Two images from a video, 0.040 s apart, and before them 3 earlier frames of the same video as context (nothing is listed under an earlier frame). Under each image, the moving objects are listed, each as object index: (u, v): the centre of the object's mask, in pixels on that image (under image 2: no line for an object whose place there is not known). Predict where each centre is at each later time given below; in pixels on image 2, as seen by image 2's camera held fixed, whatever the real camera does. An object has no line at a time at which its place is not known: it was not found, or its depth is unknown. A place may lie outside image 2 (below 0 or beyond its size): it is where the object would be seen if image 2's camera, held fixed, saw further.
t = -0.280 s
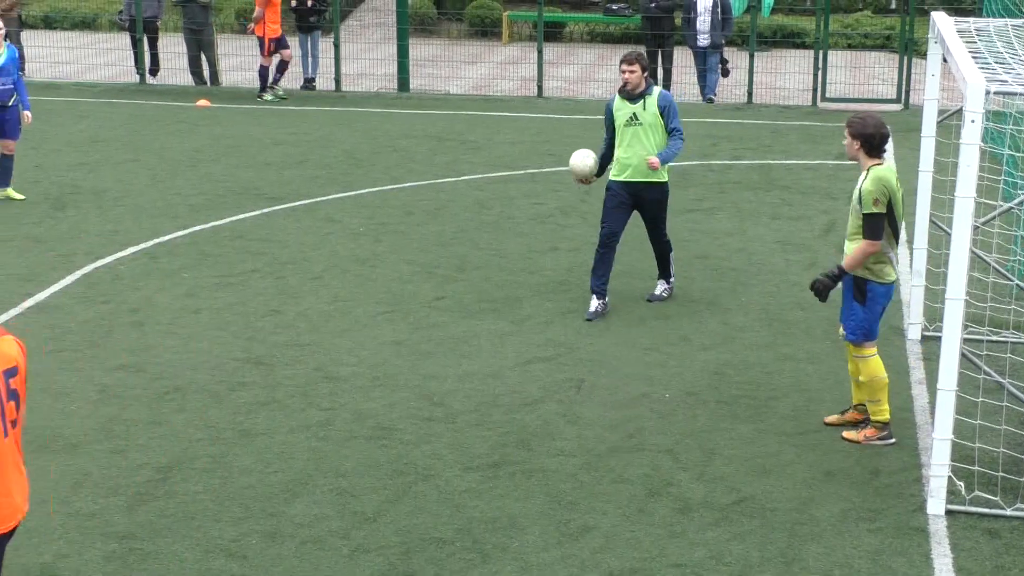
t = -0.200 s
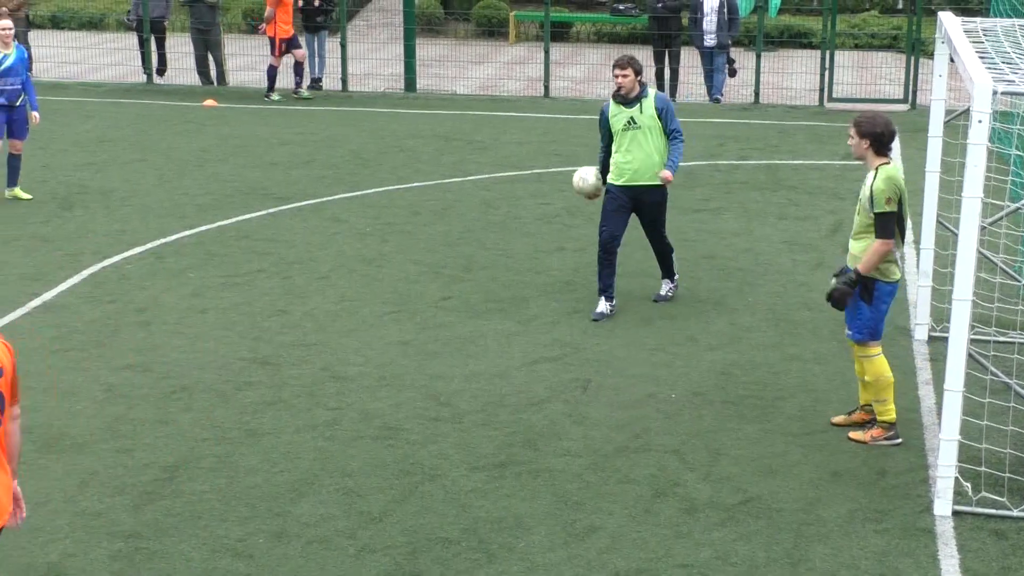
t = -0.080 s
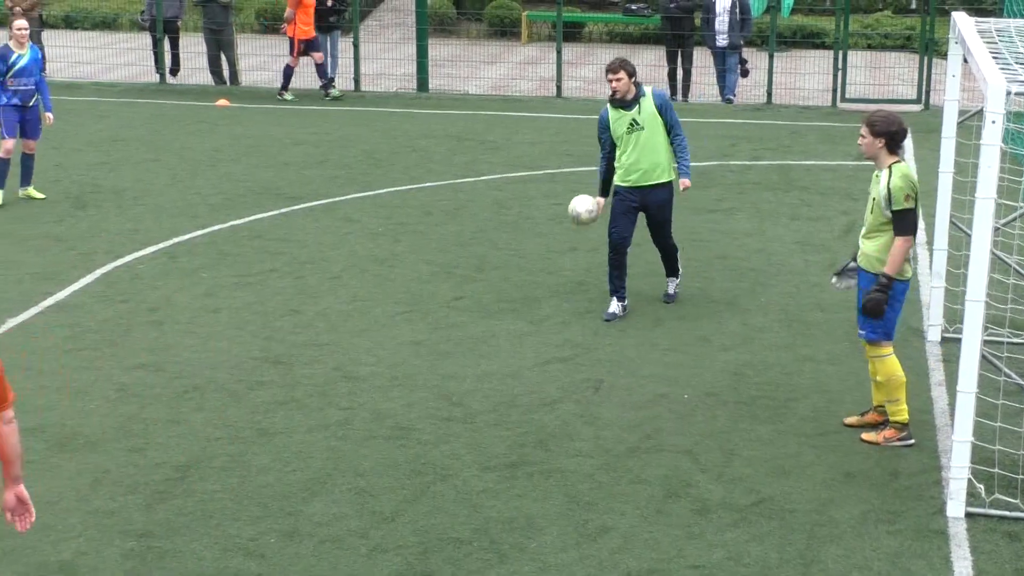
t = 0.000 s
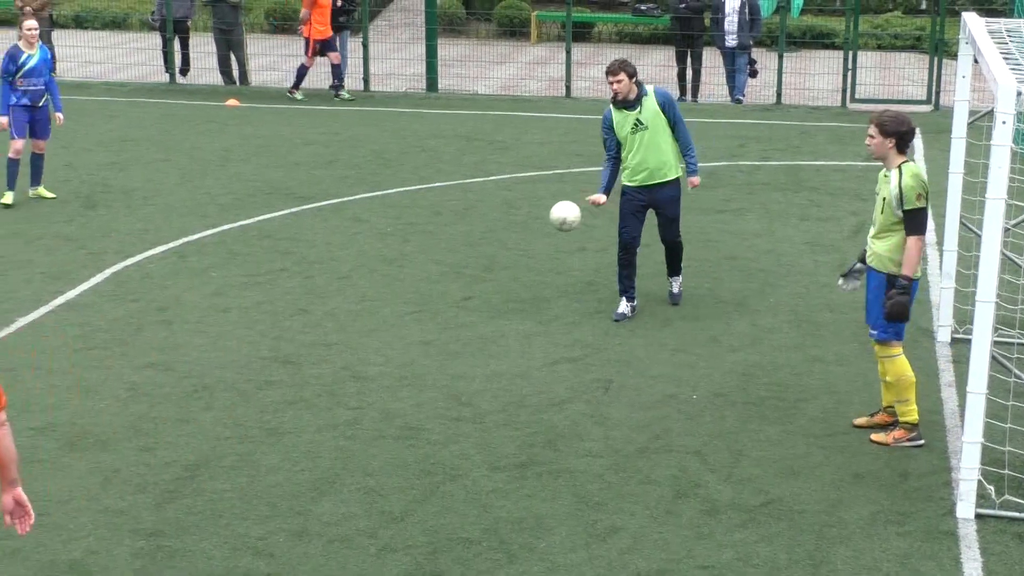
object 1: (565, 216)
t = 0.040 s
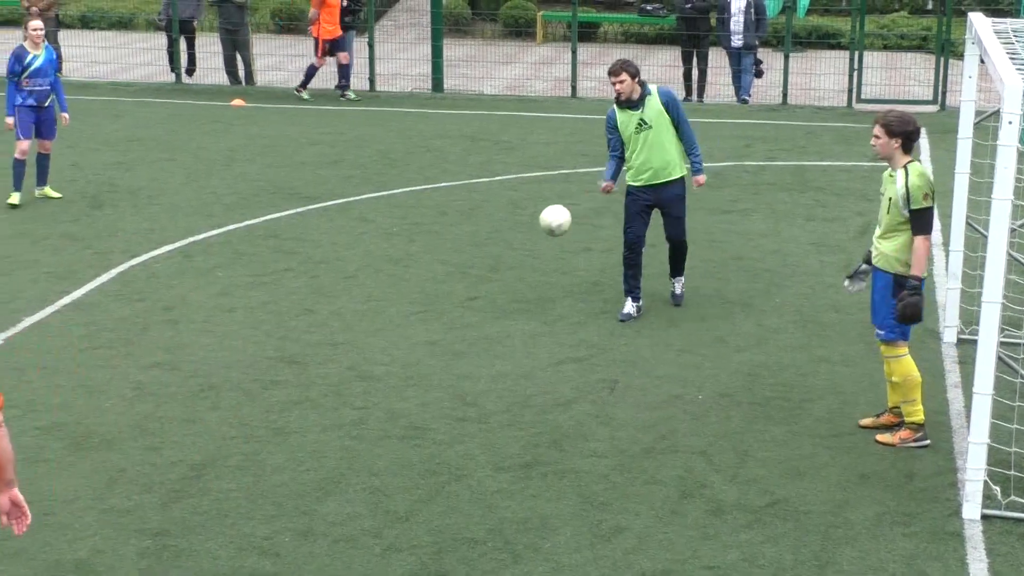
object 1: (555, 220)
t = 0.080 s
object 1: (540, 227)
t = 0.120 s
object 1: (524, 235)
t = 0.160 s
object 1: (507, 247)
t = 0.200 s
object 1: (491, 261)
